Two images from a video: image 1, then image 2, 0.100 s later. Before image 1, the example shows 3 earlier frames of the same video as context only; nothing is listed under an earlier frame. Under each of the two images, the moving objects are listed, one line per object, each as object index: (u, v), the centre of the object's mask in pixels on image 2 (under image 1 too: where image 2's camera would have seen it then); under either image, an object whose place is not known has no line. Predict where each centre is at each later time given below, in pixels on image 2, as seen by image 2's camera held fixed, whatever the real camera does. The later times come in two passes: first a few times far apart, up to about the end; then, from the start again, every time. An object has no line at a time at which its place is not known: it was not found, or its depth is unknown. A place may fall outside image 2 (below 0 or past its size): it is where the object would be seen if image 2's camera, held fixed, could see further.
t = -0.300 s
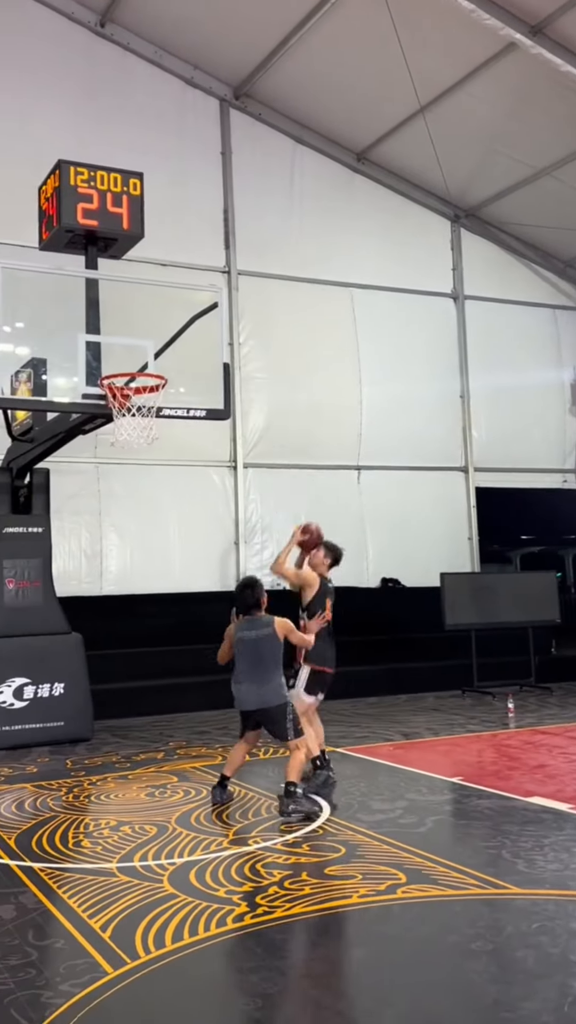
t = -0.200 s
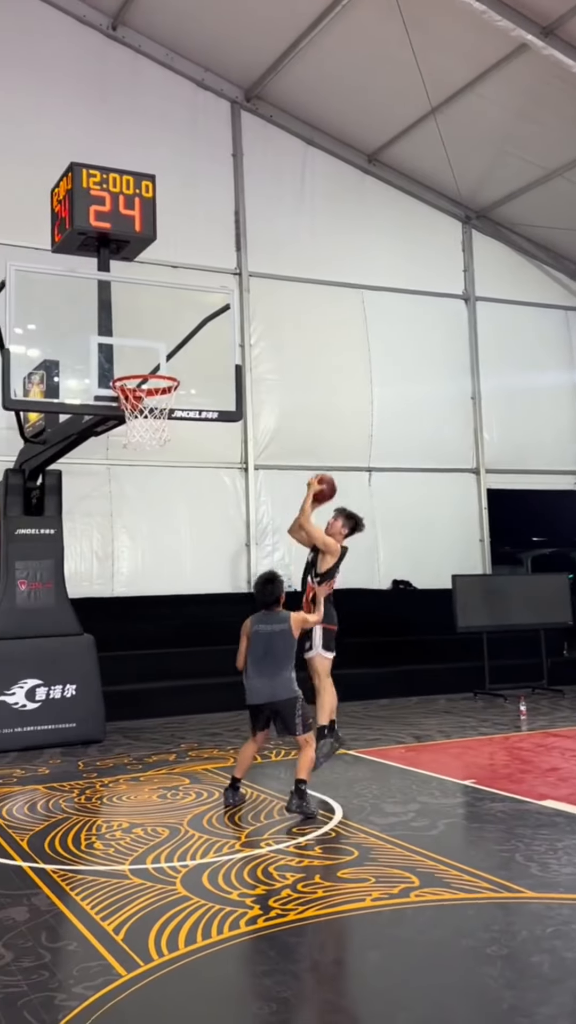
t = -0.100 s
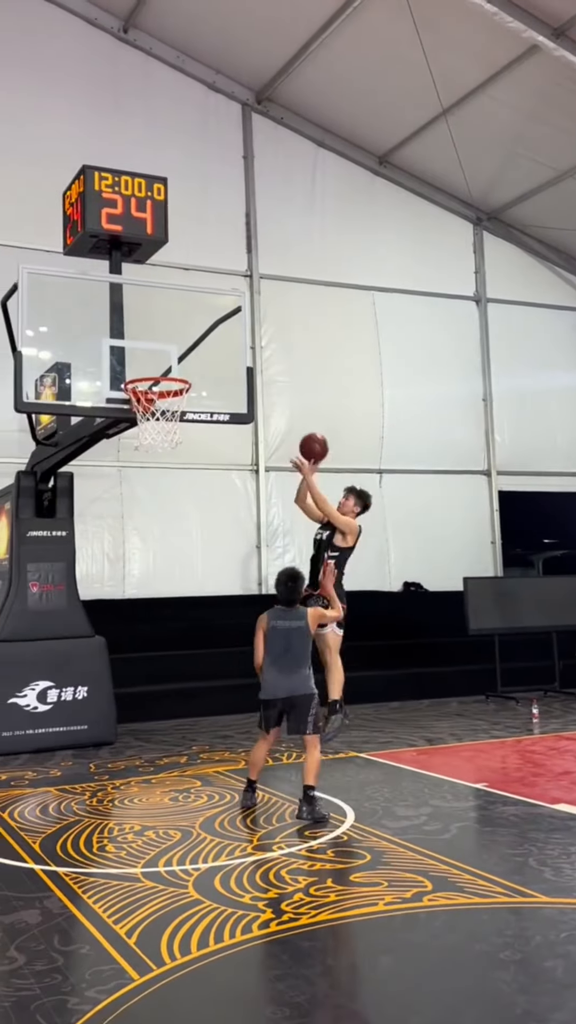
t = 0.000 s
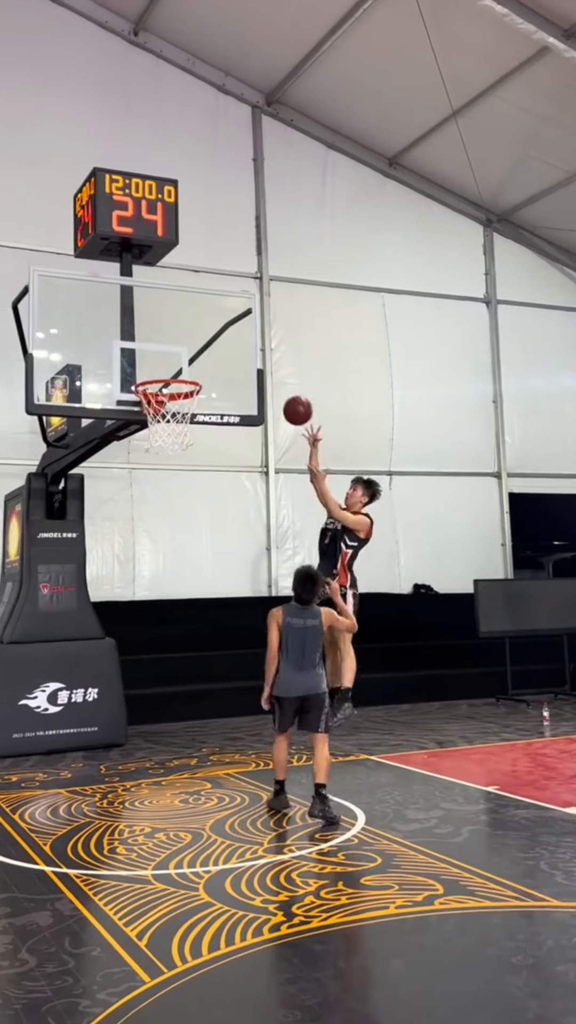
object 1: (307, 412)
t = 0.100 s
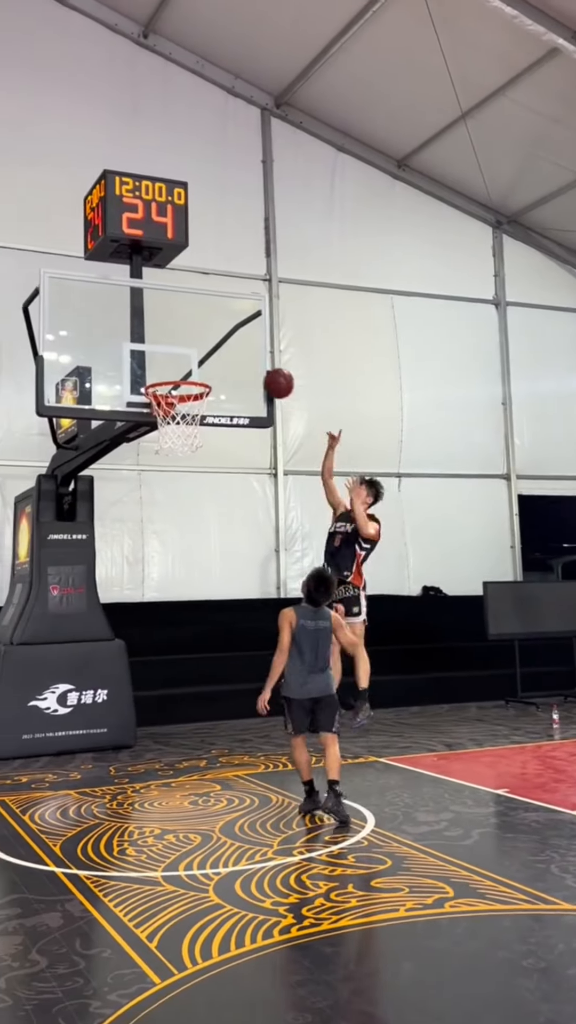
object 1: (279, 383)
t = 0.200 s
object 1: (251, 366)
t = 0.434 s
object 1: (184, 370)
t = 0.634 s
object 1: (176, 377)
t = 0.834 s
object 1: (197, 381)
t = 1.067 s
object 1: (169, 383)
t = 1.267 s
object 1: (170, 386)
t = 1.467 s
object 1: (199, 405)
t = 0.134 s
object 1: (269, 377)
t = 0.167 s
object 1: (260, 371)
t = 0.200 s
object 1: (251, 366)
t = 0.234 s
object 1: (241, 363)
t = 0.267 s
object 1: (232, 361)
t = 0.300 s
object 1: (223, 361)
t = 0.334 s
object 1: (213, 362)
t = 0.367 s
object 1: (203, 365)
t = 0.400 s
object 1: (193, 368)
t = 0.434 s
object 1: (184, 370)
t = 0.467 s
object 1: (174, 377)
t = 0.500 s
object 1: (167, 375)
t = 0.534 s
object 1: (168, 378)
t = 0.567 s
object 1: (166, 379)
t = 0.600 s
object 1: (170, 378)
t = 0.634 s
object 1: (176, 377)
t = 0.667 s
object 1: (183, 377)
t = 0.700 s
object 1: (189, 377)
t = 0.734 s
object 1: (194, 377)
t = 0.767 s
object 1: (197, 381)
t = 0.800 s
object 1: (198, 381)
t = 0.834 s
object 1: (197, 381)
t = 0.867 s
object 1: (195, 382)
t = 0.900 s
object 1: (192, 380)
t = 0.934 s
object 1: (188, 379)
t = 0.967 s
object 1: (182, 384)
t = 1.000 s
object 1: (178, 381)
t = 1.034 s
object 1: (172, 384)
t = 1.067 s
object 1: (169, 383)
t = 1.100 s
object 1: (166, 382)
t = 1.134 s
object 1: (164, 381)
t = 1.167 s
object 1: (164, 381)
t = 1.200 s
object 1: (164, 382)
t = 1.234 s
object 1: (167, 382)
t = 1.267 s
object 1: (170, 386)
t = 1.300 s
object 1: (178, 385)
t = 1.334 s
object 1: (183, 388)
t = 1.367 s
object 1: (189, 392)
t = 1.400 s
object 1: (193, 396)
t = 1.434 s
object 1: (197, 400)
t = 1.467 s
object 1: (199, 405)
